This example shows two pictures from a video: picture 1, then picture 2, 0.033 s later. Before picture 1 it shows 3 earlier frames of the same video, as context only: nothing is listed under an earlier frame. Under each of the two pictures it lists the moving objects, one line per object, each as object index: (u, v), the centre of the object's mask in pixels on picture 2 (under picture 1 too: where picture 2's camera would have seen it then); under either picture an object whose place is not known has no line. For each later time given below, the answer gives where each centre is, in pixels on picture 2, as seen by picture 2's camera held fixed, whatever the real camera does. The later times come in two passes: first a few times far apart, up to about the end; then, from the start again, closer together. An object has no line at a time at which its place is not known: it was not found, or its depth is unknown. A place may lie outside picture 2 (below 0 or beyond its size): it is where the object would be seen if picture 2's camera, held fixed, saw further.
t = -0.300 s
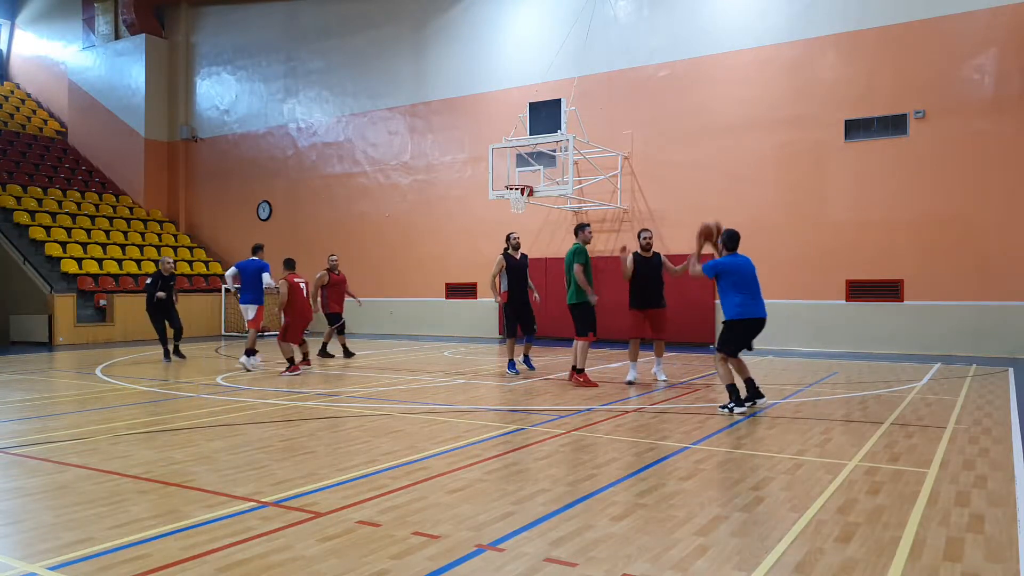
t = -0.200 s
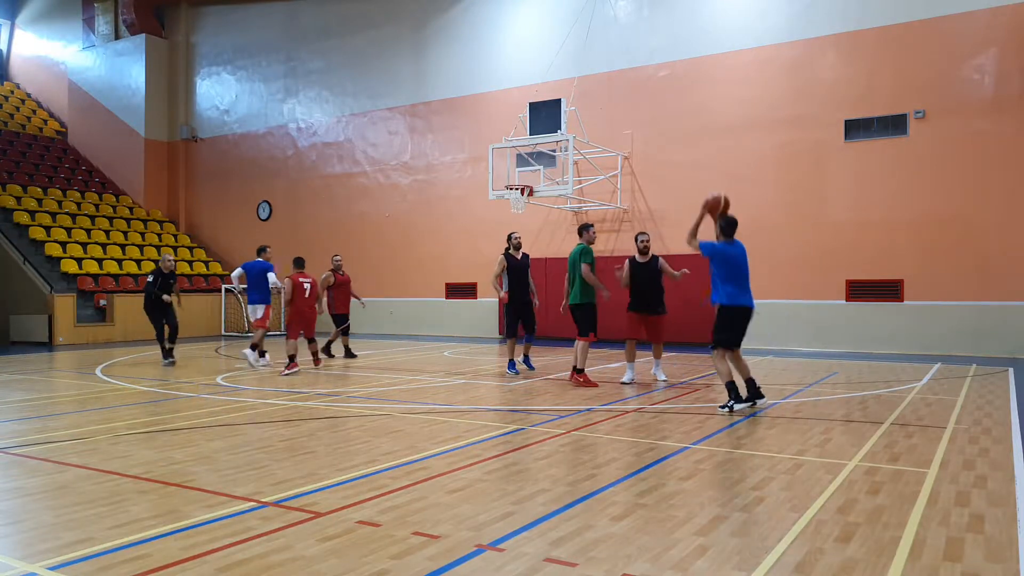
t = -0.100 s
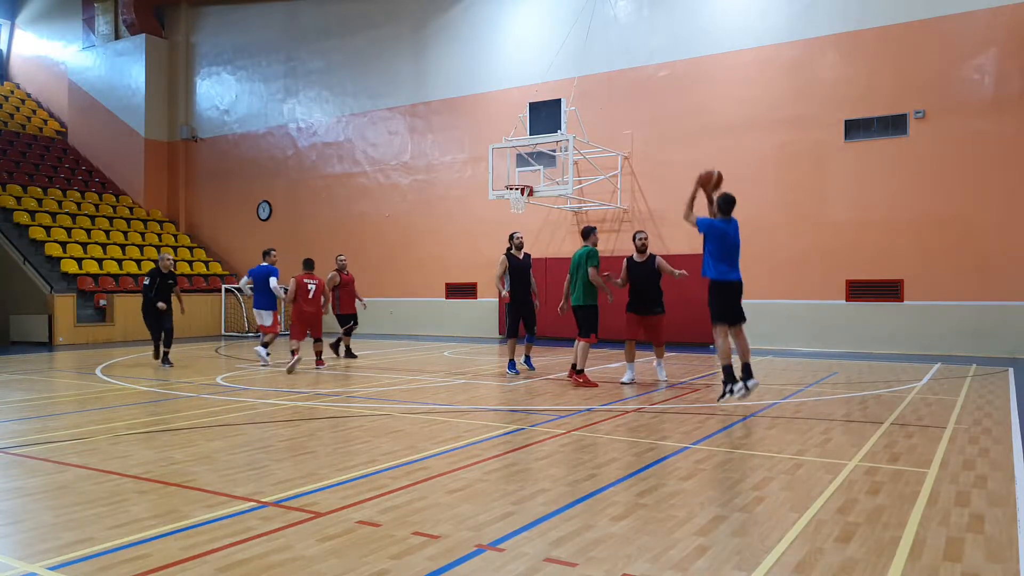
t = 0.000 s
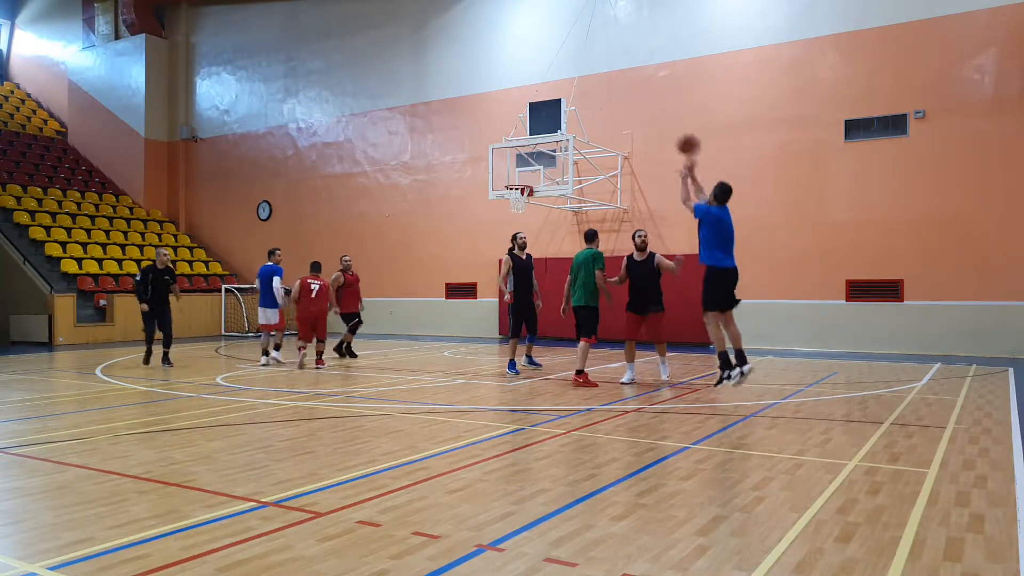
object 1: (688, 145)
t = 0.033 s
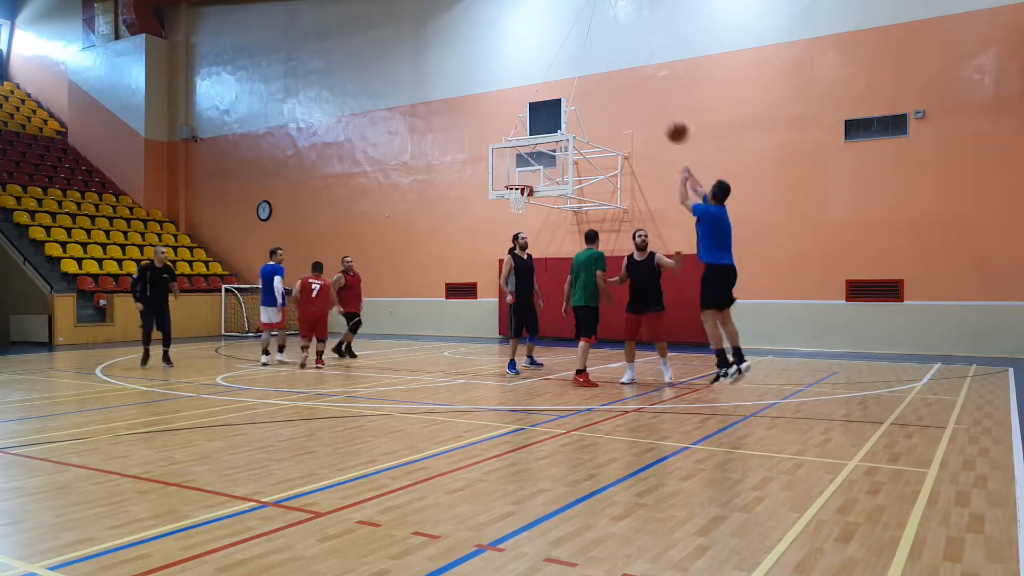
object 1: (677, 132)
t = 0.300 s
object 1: (609, 82)
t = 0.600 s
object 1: (556, 95)
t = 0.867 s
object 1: (522, 145)
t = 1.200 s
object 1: (513, 175)
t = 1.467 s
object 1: (499, 181)
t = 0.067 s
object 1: (667, 122)
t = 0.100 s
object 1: (657, 112)
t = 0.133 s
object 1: (648, 104)
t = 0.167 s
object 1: (640, 98)
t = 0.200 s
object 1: (631, 93)
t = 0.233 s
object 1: (623, 88)
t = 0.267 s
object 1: (616, 85)
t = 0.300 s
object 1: (609, 82)
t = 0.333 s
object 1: (602, 81)
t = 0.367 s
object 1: (595, 80)
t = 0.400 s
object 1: (589, 80)
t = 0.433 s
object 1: (583, 81)
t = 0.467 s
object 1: (577, 83)
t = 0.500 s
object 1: (572, 85)
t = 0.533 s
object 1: (566, 88)
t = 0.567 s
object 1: (561, 91)
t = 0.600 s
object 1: (556, 95)
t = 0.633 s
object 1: (552, 100)
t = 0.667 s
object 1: (547, 105)
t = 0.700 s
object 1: (543, 110)
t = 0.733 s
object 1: (538, 115)
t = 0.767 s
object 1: (534, 121)
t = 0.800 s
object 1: (530, 129)
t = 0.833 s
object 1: (525, 138)
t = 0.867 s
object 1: (522, 145)
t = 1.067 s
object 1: (511, 180)
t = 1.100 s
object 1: (513, 178)
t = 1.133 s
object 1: (515, 178)
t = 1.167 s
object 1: (514, 176)
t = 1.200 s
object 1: (513, 175)
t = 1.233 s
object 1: (511, 174)
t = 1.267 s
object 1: (509, 173)
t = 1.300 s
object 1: (508, 173)
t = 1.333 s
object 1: (506, 173)
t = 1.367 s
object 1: (504, 174)
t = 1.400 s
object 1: (503, 175)
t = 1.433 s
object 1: (501, 178)
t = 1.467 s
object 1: (499, 181)
